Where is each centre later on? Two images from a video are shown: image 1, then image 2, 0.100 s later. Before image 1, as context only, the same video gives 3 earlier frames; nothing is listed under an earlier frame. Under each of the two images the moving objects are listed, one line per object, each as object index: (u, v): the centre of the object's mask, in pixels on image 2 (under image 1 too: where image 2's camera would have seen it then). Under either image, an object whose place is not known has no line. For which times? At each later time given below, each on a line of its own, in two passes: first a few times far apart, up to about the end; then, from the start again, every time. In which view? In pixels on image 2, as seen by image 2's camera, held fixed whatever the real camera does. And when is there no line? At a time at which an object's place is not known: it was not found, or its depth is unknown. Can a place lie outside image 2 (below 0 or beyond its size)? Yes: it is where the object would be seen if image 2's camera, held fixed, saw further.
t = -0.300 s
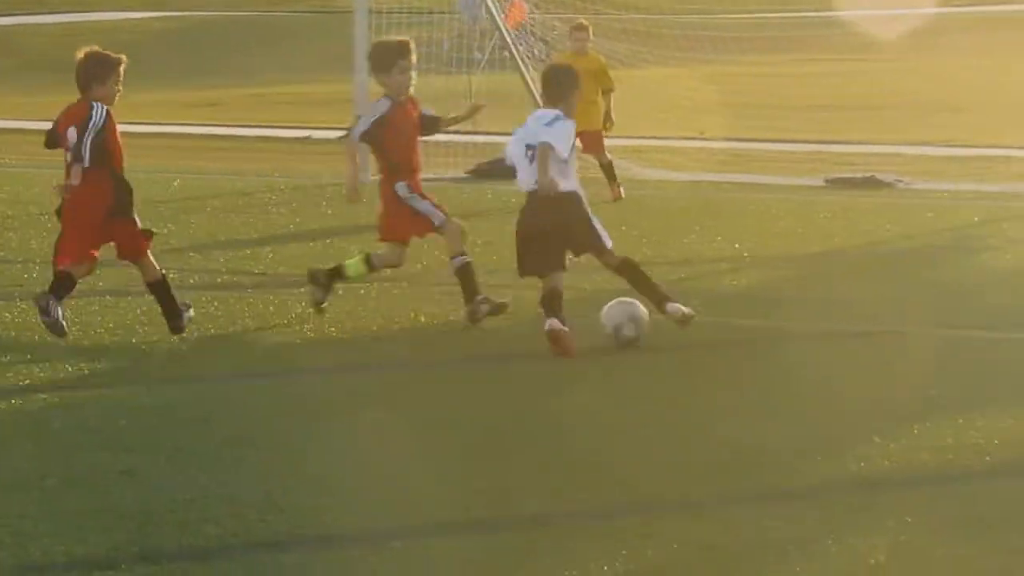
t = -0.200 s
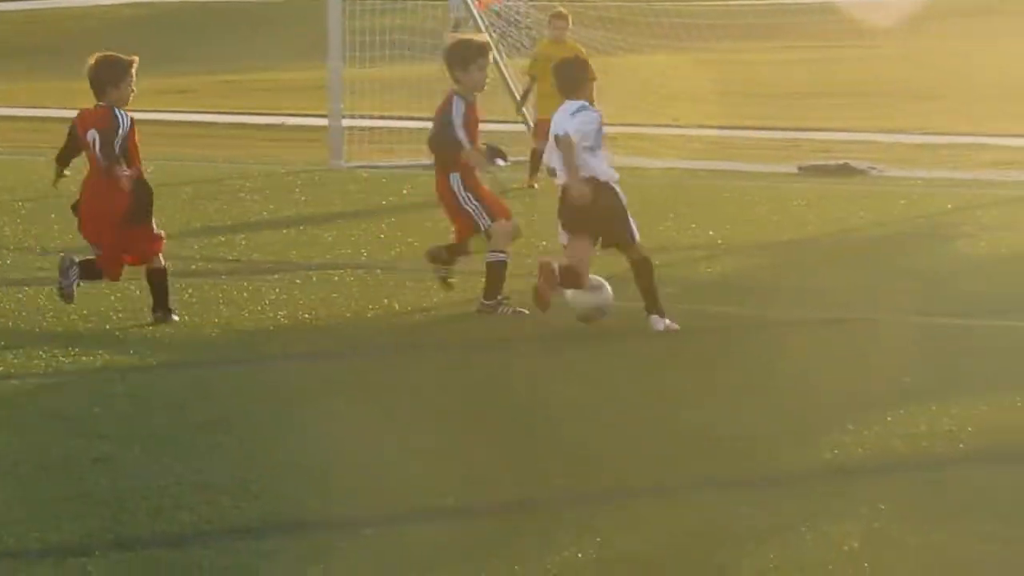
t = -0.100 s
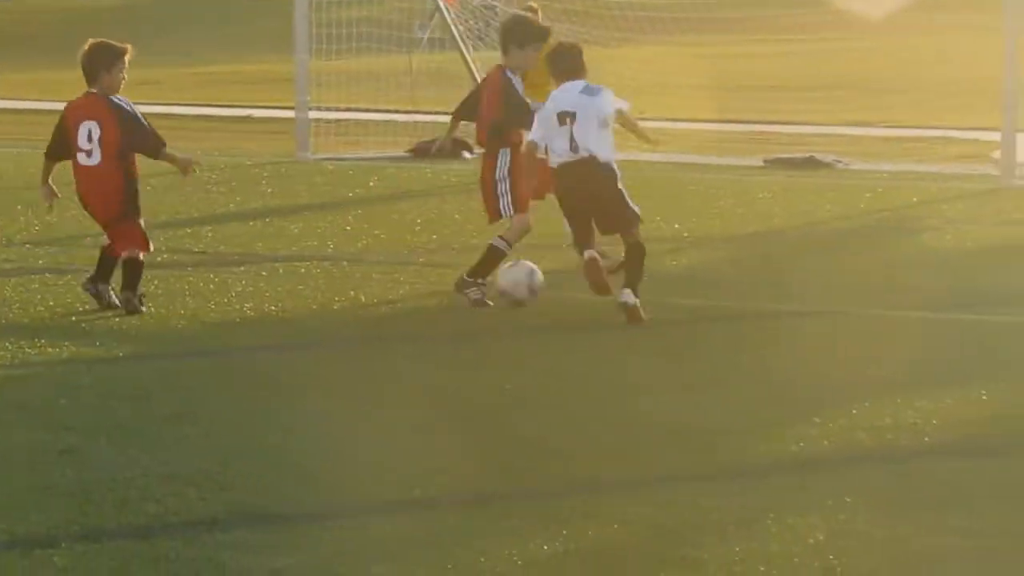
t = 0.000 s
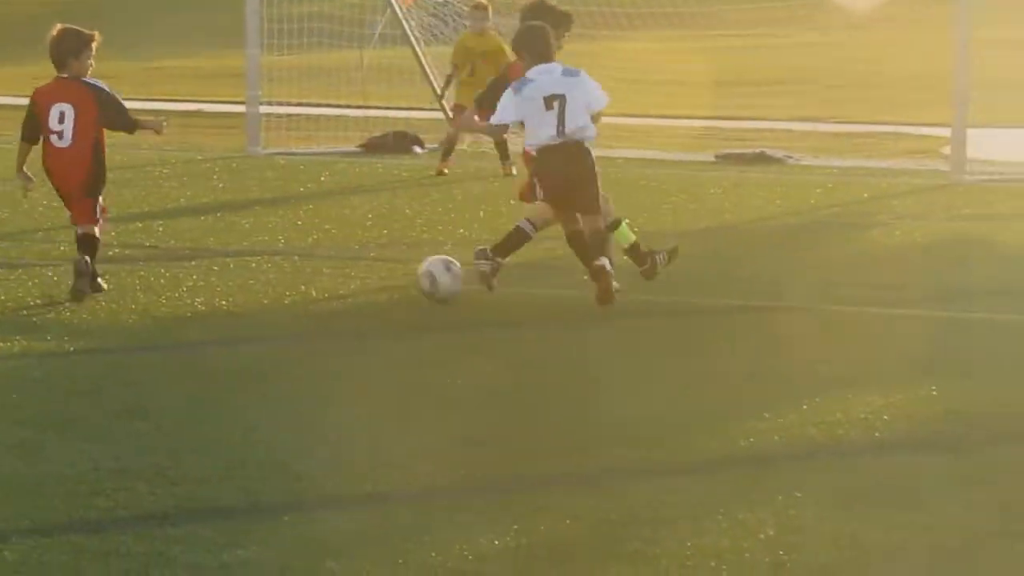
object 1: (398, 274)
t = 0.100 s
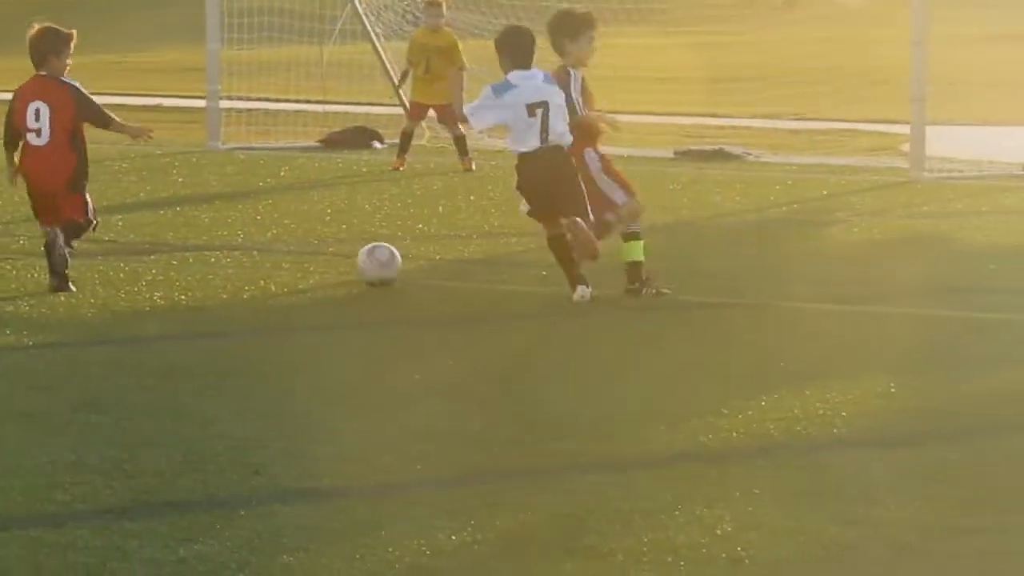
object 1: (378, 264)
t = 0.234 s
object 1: (352, 258)
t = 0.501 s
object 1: (303, 251)
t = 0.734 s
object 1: (269, 242)
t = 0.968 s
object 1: (237, 233)
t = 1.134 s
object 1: (217, 228)
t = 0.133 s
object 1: (372, 267)
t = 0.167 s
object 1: (364, 268)
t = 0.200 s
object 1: (358, 262)
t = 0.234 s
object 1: (352, 258)
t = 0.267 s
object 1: (345, 256)
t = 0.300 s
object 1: (338, 257)
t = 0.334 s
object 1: (332, 260)
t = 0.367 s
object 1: (326, 258)
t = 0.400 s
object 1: (321, 253)
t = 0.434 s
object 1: (315, 253)
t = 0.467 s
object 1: (309, 253)
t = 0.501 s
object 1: (303, 251)
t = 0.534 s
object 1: (299, 248)
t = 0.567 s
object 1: (295, 247)
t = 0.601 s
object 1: (289, 249)
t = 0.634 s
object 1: (283, 246)
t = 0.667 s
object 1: (279, 243)
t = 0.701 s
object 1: (273, 241)
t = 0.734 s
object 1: (269, 242)
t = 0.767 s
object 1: (263, 243)
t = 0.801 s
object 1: (259, 239)
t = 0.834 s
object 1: (254, 235)
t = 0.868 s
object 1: (249, 234)
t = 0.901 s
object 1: (246, 234)
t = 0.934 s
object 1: (241, 237)
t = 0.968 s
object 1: (237, 233)
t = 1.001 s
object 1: (232, 229)
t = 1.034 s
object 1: (228, 228)
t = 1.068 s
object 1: (224, 229)
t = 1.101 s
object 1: (220, 231)
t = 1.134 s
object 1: (217, 228)
